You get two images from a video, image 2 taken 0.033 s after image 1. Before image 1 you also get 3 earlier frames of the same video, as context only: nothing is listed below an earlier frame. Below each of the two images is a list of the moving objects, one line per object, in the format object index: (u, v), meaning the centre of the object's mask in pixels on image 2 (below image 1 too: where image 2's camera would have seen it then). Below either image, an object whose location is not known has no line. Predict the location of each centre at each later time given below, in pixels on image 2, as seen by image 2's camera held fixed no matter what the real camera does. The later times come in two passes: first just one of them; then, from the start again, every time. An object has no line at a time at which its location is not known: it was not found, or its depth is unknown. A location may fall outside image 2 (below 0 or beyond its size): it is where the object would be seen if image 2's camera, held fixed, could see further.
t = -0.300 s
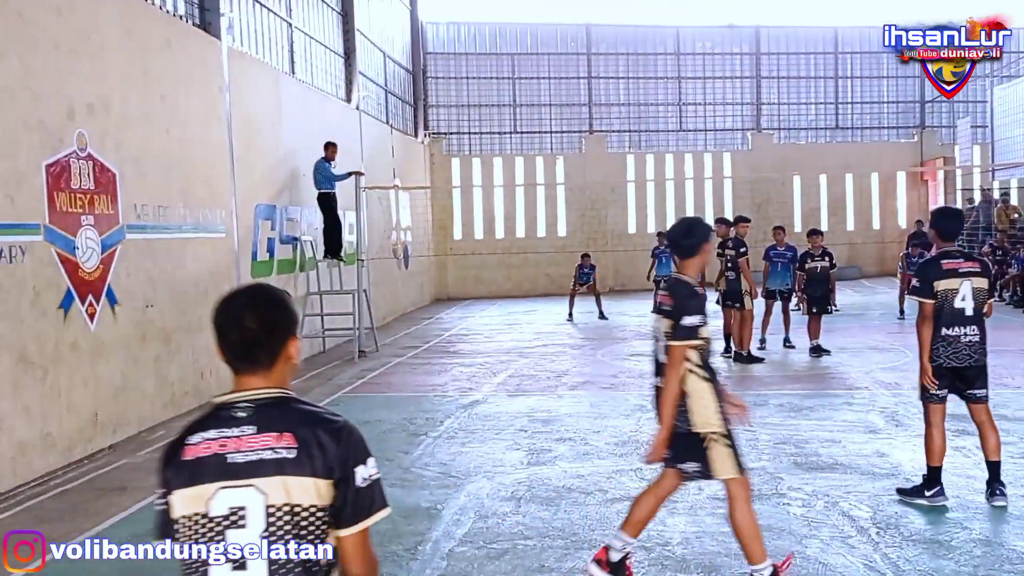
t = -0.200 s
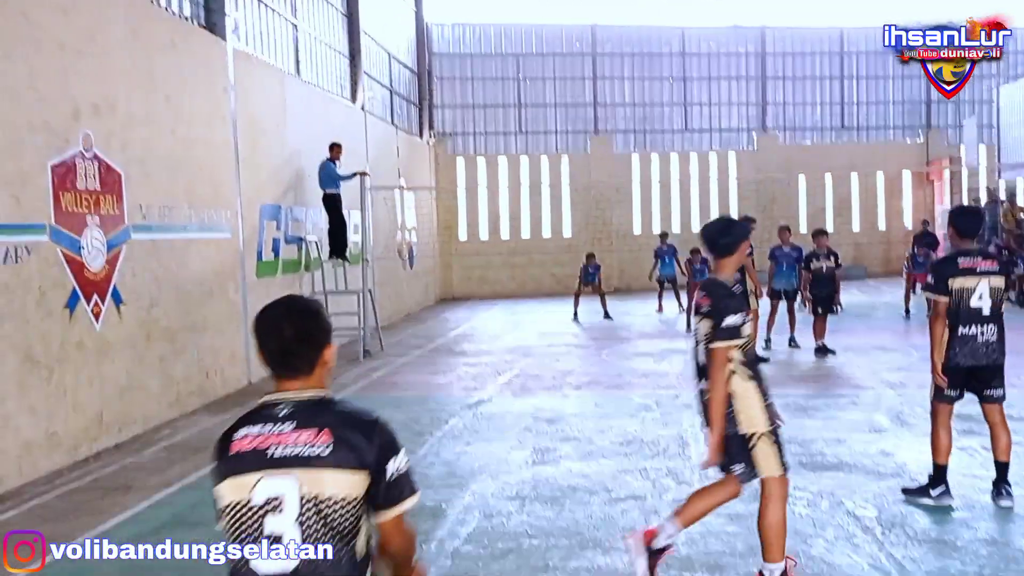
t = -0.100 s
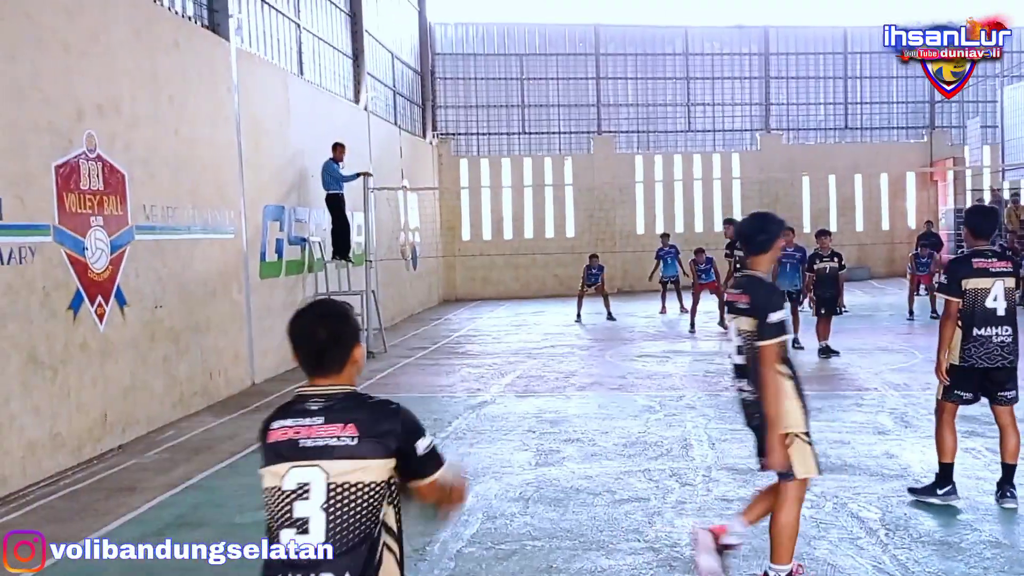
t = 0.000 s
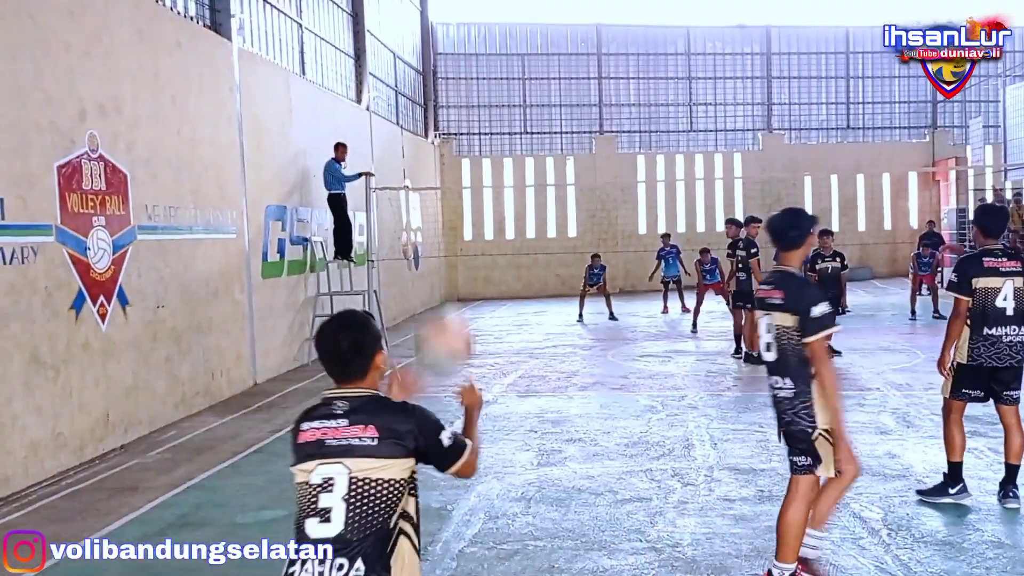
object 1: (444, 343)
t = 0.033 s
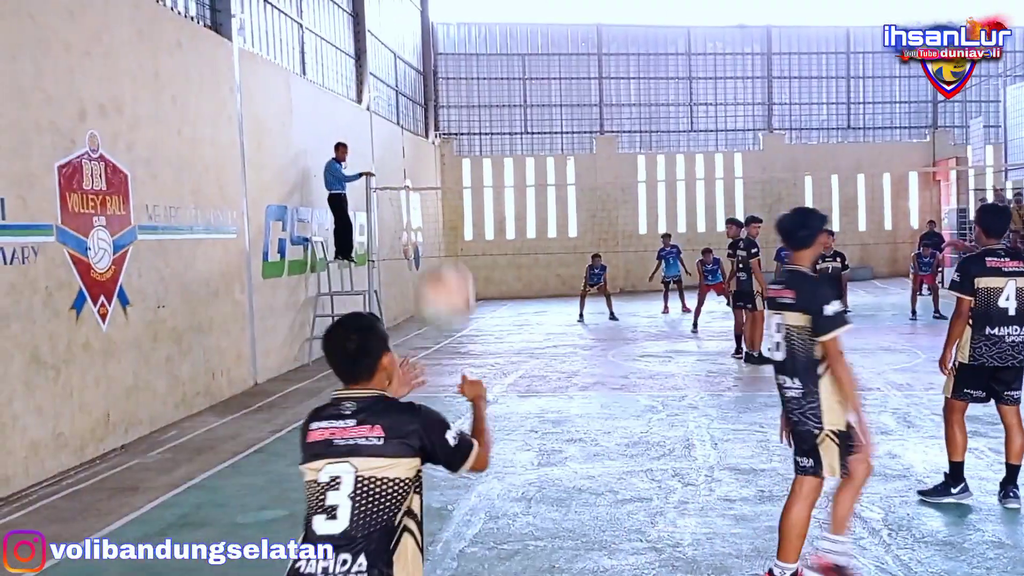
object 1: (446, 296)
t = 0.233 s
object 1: (446, 122)
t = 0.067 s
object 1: (446, 259)
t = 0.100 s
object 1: (442, 225)
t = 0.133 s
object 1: (442, 192)
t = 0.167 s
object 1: (443, 164)
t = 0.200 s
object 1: (445, 143)
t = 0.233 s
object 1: (446, 122)
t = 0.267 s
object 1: (447, 105)
